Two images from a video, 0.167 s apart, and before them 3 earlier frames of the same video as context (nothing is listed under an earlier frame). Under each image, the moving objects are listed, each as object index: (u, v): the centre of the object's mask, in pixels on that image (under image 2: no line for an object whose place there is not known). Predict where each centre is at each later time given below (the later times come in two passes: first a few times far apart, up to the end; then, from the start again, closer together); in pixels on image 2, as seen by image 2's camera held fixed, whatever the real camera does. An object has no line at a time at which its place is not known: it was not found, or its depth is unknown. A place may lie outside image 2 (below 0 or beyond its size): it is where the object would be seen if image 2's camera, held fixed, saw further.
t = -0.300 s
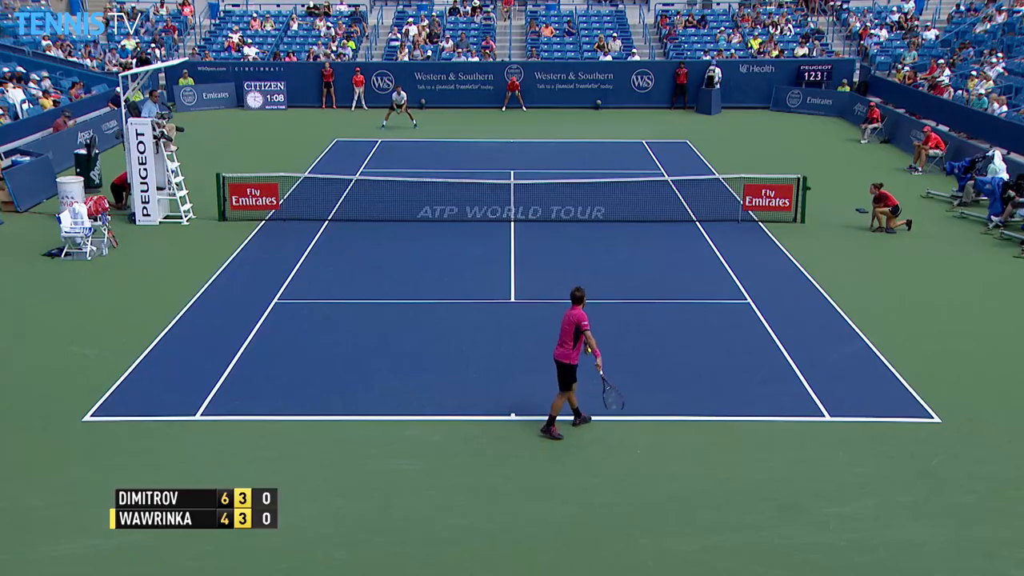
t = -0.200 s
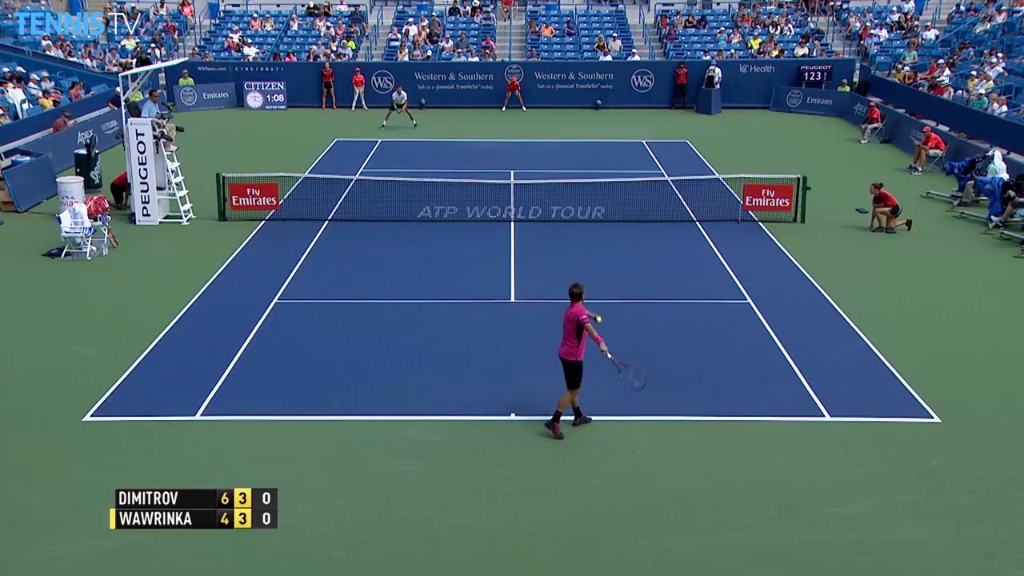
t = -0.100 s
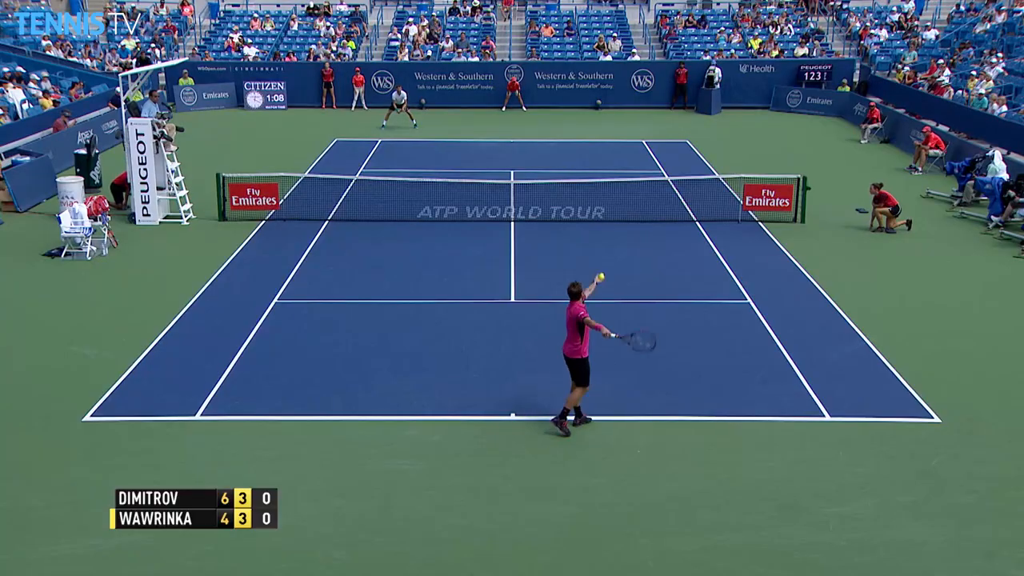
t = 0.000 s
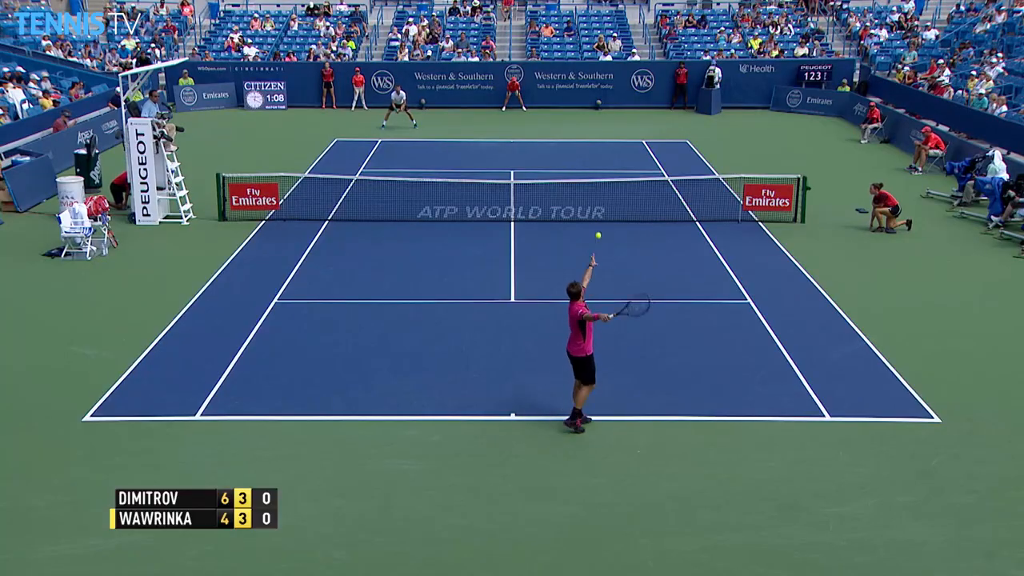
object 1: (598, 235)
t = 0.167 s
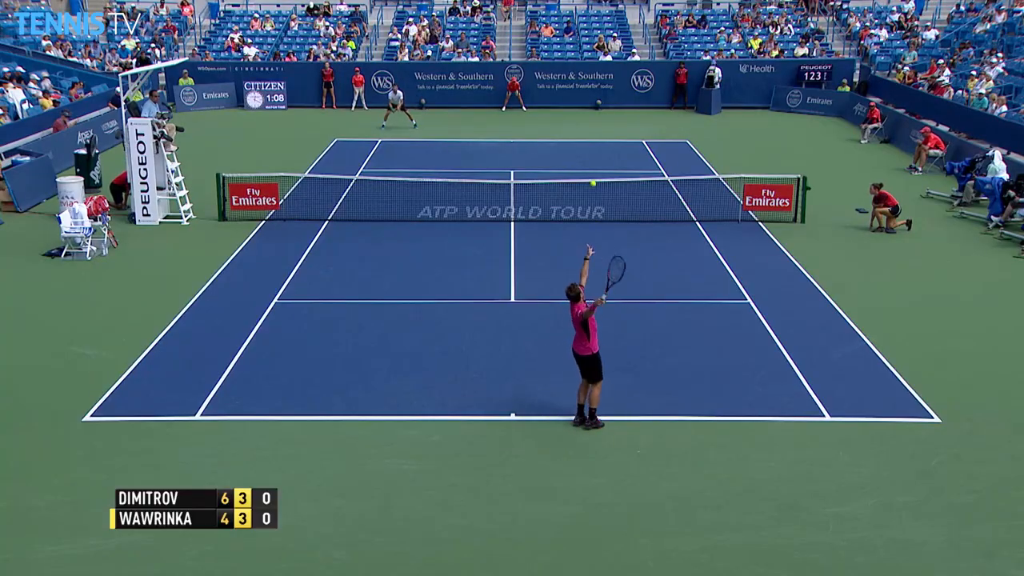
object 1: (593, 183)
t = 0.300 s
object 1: (590, 157)
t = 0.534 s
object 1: (581, 143)
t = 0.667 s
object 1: (577, 154)
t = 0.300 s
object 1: (590, 157)
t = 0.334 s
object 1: (588, 152)
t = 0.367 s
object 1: (587, 148)
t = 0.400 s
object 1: (586, 146)
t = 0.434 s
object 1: (585, 144)
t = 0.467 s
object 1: (584, 143)
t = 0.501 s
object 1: (583, 143)
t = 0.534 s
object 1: (581, 143)
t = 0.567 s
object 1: (580, 144)
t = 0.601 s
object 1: (579, 147)
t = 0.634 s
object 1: (578, 150)
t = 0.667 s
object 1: (577, 154)
